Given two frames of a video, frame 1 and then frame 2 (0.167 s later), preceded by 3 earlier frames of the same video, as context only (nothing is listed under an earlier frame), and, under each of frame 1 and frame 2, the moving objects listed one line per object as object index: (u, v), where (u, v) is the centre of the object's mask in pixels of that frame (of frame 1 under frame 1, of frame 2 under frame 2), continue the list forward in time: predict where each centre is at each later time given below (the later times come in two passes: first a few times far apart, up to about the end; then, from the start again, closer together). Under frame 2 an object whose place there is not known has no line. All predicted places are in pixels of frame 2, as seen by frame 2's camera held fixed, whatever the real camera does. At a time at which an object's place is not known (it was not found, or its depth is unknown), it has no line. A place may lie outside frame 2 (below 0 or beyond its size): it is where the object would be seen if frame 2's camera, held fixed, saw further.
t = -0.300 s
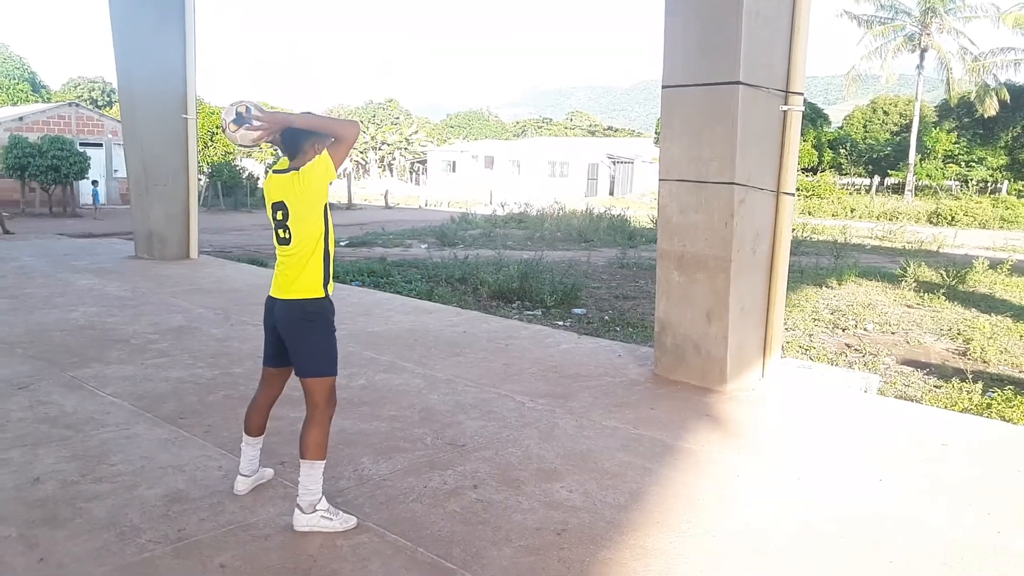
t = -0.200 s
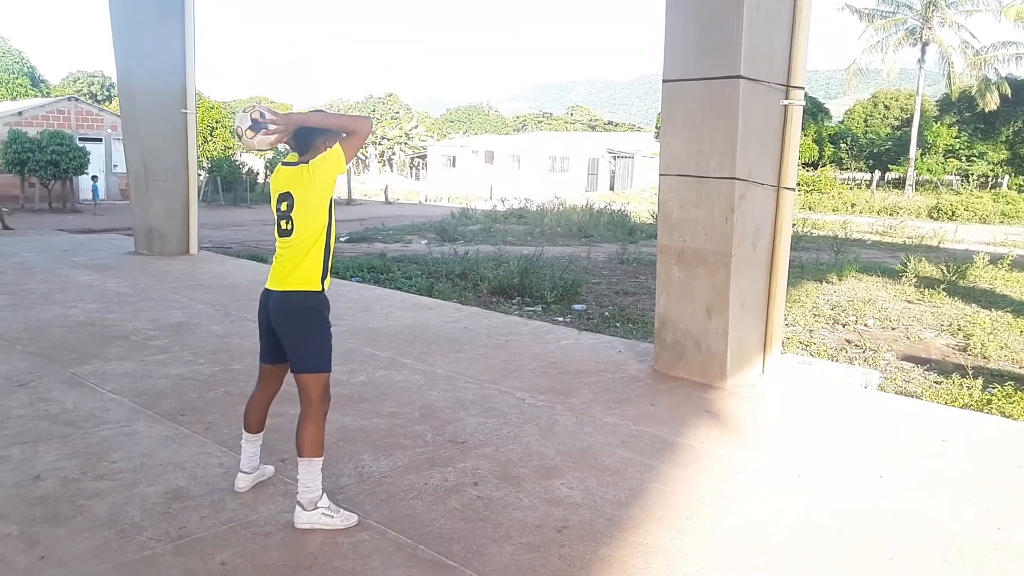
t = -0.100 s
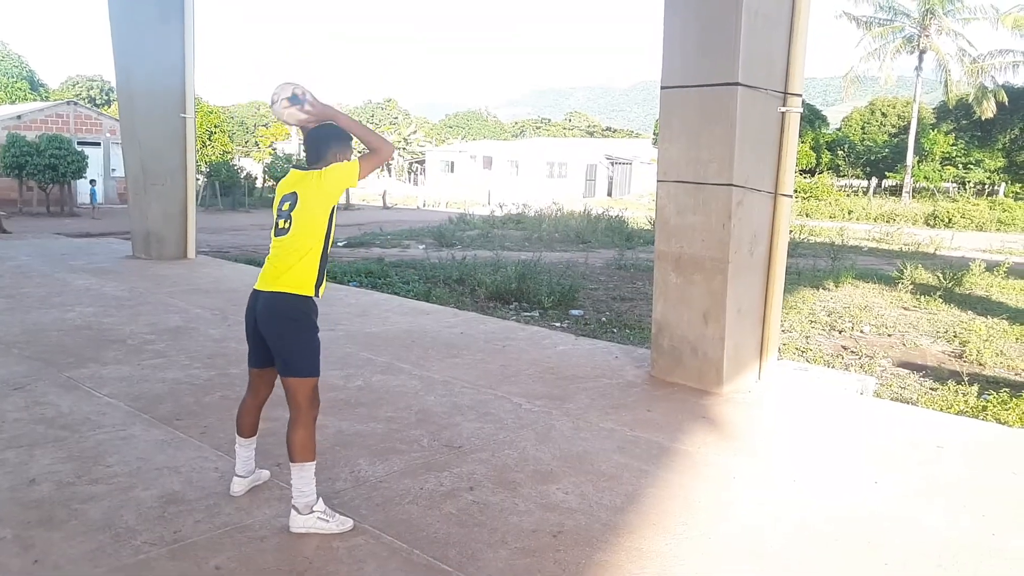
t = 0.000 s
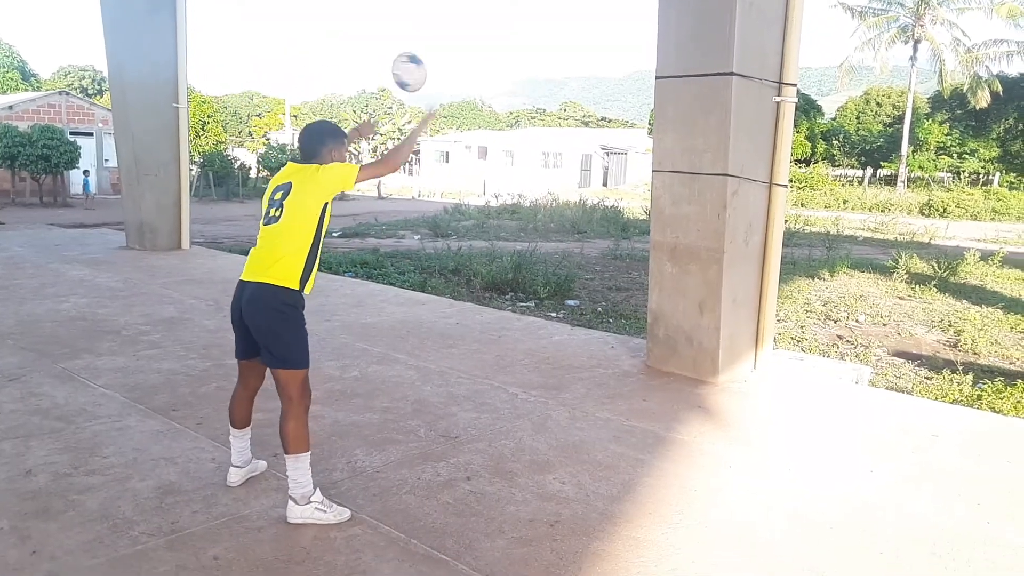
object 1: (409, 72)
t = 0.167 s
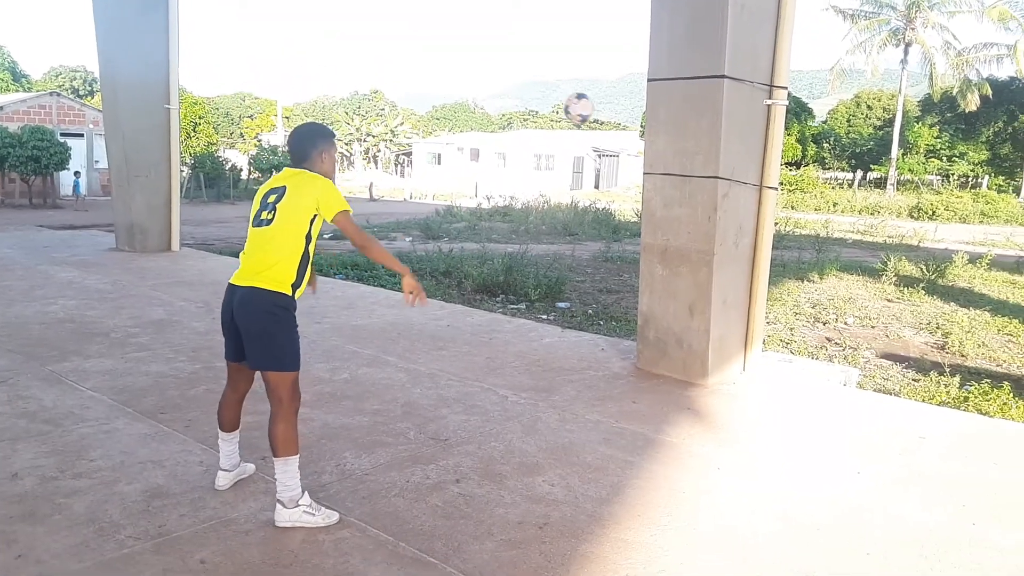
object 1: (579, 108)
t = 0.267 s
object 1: (648, 143)
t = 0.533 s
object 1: (611, 284)
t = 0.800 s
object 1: (556, 371)
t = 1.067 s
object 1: (501, 411)
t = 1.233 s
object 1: (463, 428)
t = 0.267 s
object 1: (648, 143)
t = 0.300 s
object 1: (661, 156)
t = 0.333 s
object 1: (656, 170)
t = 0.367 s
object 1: (650, 184)
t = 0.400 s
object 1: (642, 200)
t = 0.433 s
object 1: (635, 218)
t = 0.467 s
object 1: (627, 238)
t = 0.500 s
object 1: (619, 259)
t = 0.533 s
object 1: (611, 284)
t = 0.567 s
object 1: (603, 310)
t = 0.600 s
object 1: (595, 338)
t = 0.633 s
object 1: (586, 370)
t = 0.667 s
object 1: (579, 384)
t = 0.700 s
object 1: (573, 380)
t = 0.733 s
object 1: (567, 376)
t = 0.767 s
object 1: (562, 373)
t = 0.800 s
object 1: (556, 371)
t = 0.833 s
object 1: (550, 371)
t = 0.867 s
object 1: (544, 373)
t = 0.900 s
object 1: (537, 377)
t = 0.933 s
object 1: (530, 383)
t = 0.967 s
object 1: (522, 391)
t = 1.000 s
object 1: (514, 401)
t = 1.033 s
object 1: (507, 412)
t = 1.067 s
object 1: (501, 411)
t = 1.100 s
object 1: (494, 413)
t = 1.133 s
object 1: (486, 418)
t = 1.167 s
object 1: (478, 422)
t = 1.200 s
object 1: (471, 425)
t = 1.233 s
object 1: (463, 428)
